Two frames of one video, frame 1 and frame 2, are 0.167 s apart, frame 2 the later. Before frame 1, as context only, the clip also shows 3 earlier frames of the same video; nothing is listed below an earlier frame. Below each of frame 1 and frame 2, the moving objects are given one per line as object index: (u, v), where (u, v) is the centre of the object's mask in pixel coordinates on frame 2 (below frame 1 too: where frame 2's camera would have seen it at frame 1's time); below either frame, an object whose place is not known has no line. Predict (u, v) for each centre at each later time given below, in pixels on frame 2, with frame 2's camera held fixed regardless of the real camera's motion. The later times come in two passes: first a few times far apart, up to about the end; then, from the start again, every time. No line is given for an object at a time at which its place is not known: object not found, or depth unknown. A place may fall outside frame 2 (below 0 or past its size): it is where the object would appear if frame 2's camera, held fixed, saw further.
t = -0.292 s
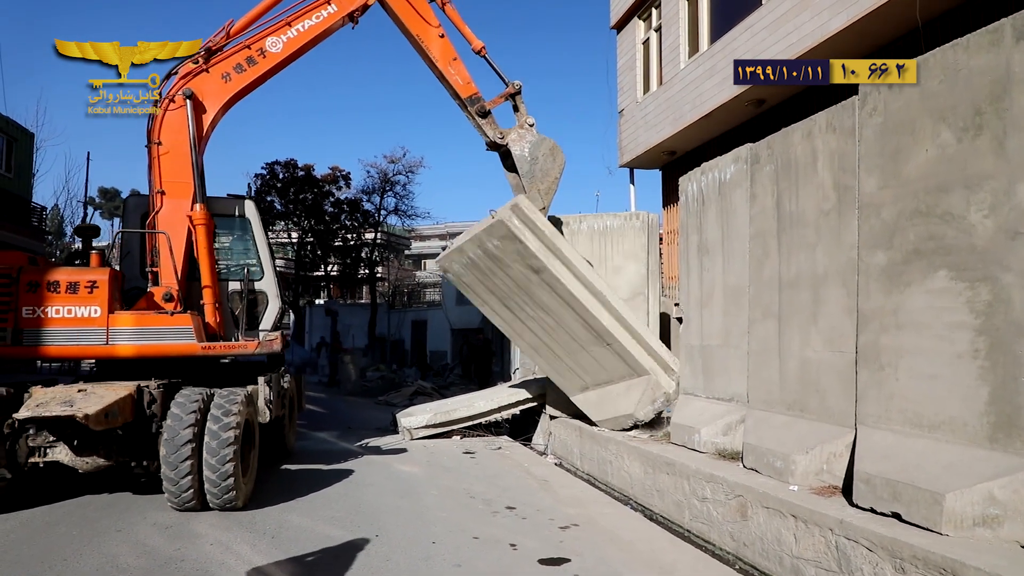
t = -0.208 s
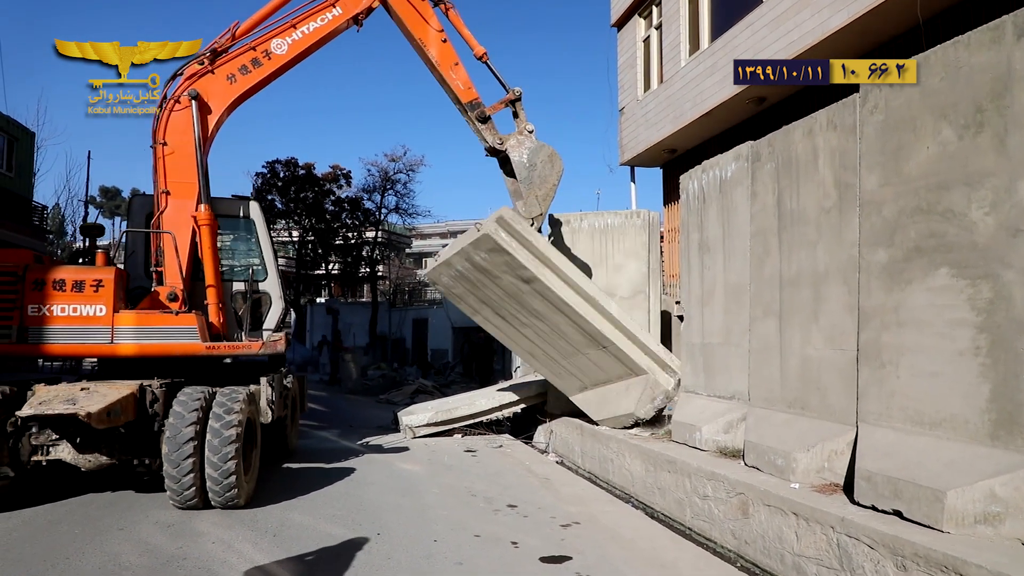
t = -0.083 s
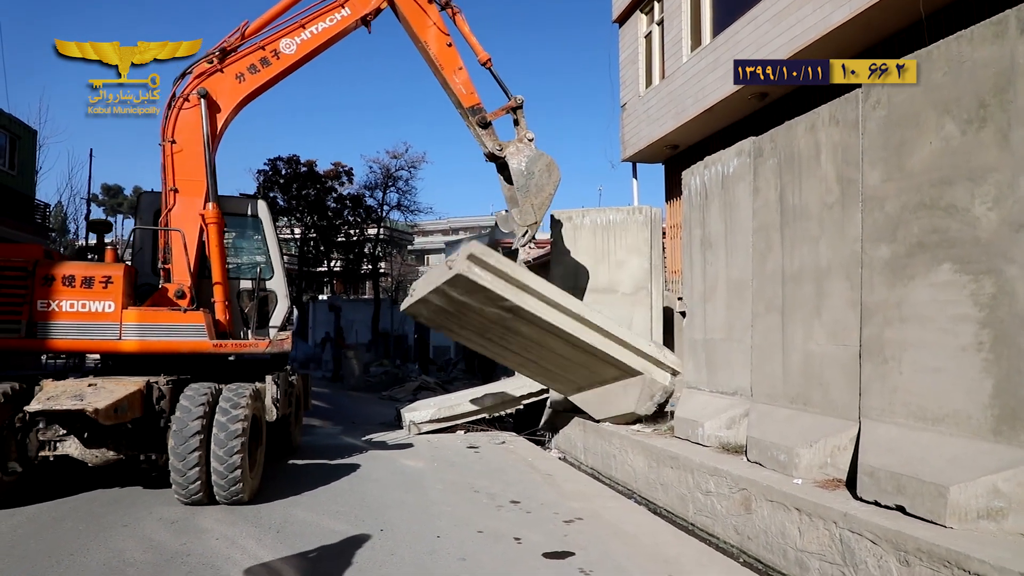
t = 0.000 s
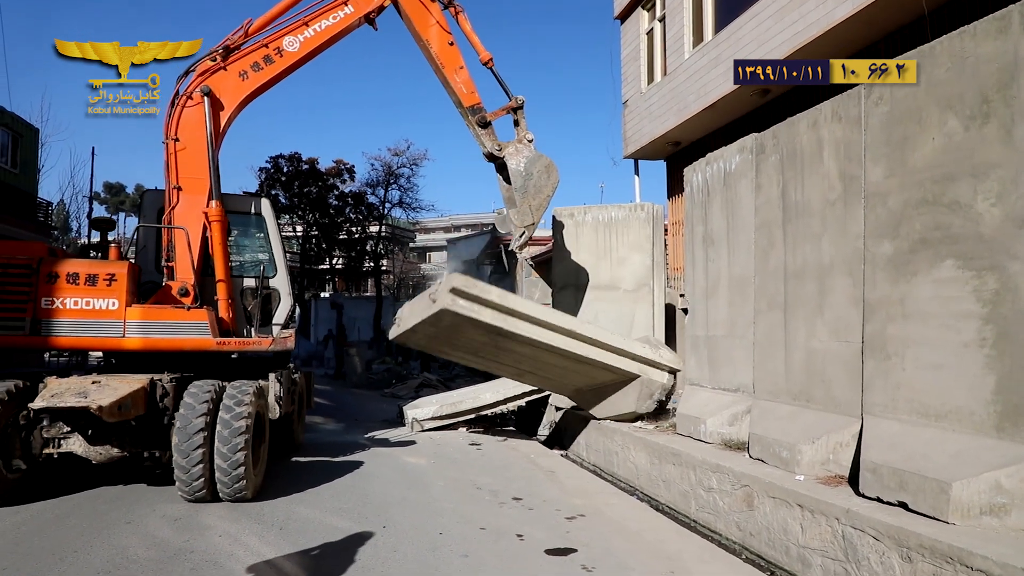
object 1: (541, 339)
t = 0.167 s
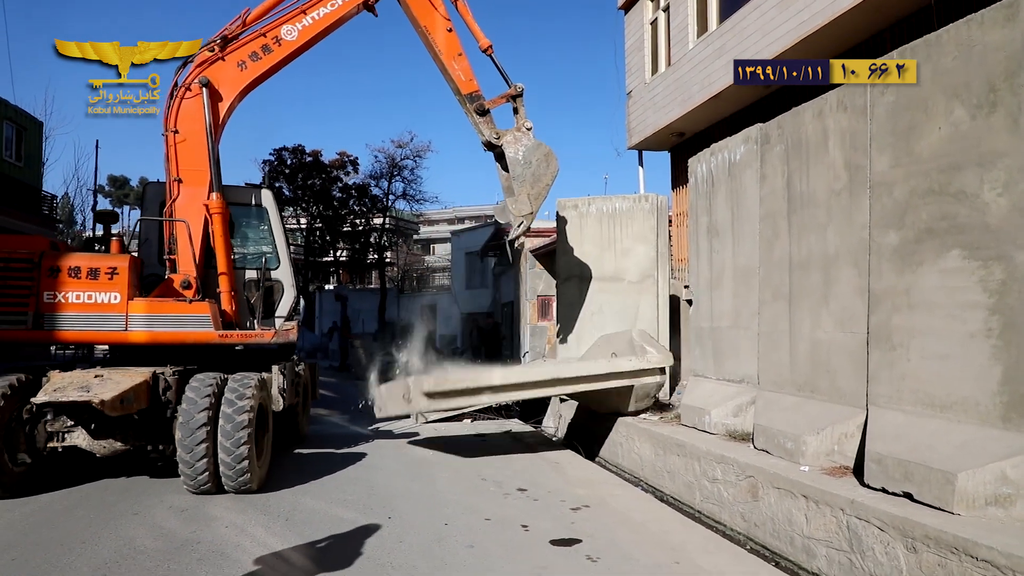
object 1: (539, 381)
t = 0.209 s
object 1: (531, 395)
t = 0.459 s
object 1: (515, 416)
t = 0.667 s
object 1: (527, 415)
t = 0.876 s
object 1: (528, 416)
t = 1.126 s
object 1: (528, 415)
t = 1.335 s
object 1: (527, 413)
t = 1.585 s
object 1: (525, 414)
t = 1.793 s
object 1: (524, 414)
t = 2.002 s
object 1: (523, 415)
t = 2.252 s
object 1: (522, 415)
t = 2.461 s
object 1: (522, 415)
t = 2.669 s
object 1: (521, 415)
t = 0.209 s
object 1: (531, 395)
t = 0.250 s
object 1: (523, 410)
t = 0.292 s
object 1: (524, 414)
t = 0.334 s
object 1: (523, 414)
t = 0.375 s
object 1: (521, 415)
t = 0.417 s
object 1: (517, 415)
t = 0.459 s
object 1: (515, 416)
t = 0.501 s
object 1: (518, 416)
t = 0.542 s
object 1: (510, 420)
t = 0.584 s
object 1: (528, 413)
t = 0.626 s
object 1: (528, 414)
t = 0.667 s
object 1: (527, 415)
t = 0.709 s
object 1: (527, 415)
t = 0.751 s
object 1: (527, 415)
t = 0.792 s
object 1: (527, 415)
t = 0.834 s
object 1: (527, 416)
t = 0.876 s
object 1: (528, 416)
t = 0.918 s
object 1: (529, 416)
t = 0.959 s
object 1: (528, 416)
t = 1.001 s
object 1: (528, 415)
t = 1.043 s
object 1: (527, 415)
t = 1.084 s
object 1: (529, 414)
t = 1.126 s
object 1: (528, 415)
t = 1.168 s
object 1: (529, 413)
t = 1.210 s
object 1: (529, 413)
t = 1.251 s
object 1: (527, 413)
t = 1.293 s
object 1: (527, 414)
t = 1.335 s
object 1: (527, 413)
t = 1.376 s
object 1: (526, 414)
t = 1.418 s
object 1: (526, 414)
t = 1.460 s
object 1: (526, 414)
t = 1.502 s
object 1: (525, 414)
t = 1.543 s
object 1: (525, 414)
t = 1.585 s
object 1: (525, 414)
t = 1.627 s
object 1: (525, 414)
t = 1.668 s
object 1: (525, 414)
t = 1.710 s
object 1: (524, 414)
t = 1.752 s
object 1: (525, 414)
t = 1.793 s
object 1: (524, 414)
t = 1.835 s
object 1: (524, 414)
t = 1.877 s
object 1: (524, 414)
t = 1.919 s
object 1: (523, 415)
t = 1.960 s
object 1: (523, 415)
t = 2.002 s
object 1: (523, 415)
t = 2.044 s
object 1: (523, 415)
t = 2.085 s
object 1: (523, 415)
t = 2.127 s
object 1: (523, 415)
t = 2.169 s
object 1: (522, 415)
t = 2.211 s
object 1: (522, 415)
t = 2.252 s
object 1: (522, 415)
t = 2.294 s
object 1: (522, 415)
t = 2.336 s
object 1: (522, 415)
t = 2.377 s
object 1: (522, 415)
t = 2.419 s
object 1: (522, 415)
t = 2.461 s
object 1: (522, 415)
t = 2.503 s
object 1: (522, 415)
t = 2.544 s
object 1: (522, 415)
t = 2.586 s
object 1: (521, 415)
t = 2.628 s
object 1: (521, 415)
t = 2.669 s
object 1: (521, 415)
